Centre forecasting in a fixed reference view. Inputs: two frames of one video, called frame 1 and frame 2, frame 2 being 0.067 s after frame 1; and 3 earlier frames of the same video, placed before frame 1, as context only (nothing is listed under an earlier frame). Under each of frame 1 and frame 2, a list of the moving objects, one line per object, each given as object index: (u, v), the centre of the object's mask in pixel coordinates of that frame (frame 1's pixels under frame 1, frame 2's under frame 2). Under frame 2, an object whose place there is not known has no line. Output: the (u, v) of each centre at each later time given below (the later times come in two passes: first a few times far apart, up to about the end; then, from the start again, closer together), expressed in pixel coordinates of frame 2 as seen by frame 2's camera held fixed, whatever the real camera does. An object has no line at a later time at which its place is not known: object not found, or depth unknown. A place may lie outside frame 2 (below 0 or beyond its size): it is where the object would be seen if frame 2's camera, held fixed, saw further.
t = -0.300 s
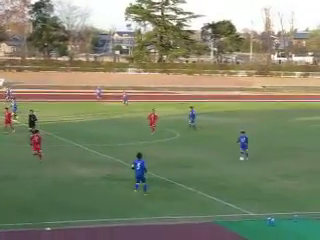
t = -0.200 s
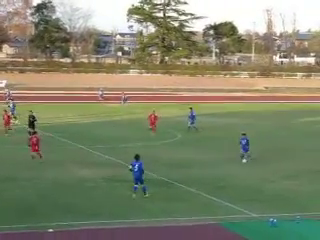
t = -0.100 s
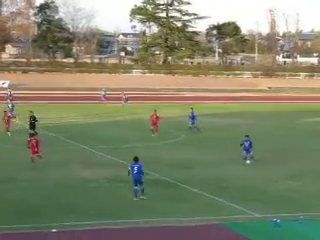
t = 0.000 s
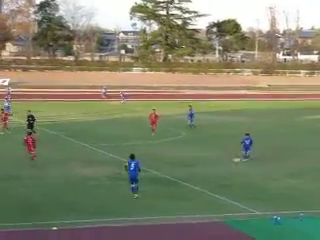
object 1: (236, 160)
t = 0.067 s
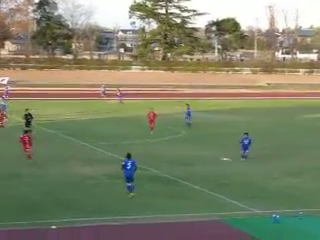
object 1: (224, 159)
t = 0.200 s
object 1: (200, 164)
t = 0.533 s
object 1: (142, 173)
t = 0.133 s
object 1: (212, 161)
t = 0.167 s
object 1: (205, 162)
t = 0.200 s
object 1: (200, 164)
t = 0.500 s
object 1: (148, 171)
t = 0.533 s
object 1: (142, 173)
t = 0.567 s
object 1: (136, 174)
